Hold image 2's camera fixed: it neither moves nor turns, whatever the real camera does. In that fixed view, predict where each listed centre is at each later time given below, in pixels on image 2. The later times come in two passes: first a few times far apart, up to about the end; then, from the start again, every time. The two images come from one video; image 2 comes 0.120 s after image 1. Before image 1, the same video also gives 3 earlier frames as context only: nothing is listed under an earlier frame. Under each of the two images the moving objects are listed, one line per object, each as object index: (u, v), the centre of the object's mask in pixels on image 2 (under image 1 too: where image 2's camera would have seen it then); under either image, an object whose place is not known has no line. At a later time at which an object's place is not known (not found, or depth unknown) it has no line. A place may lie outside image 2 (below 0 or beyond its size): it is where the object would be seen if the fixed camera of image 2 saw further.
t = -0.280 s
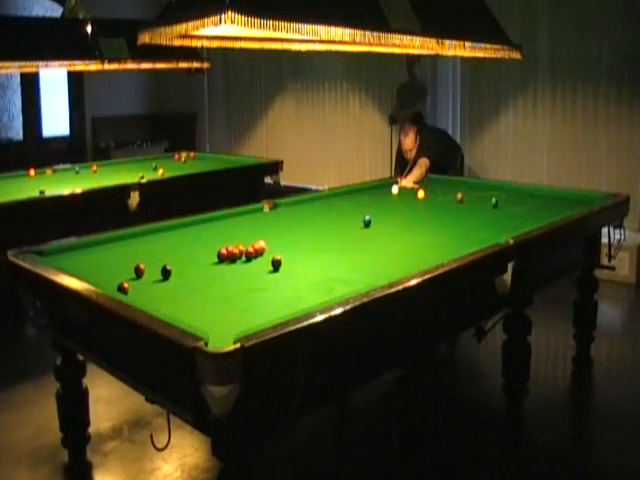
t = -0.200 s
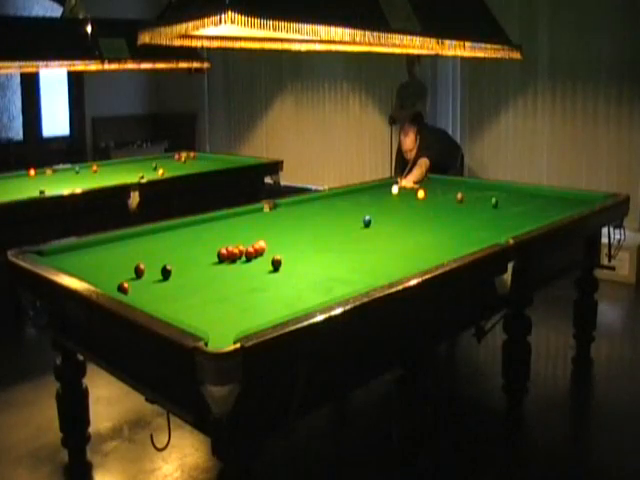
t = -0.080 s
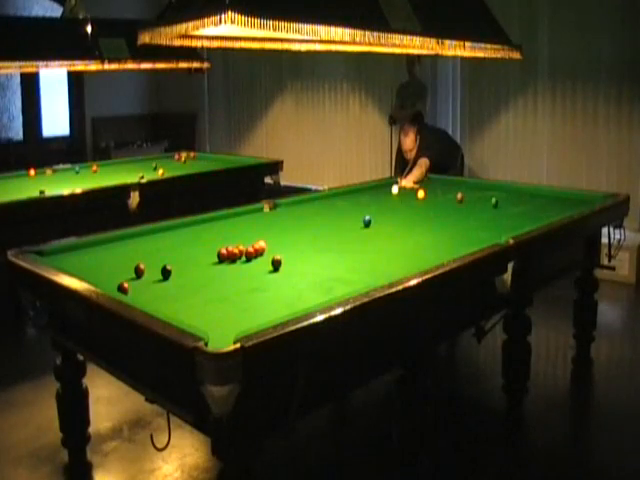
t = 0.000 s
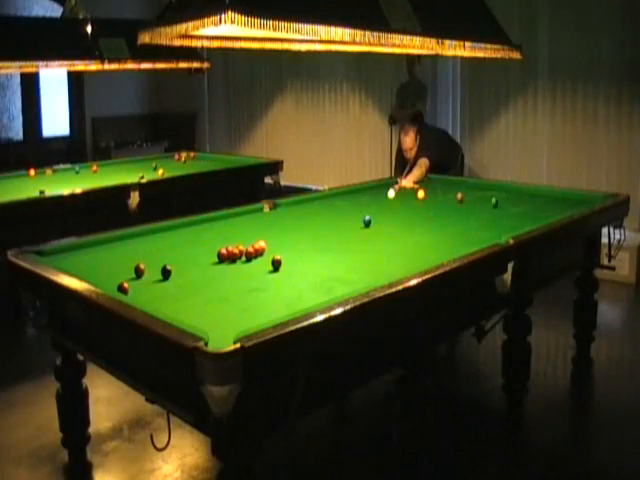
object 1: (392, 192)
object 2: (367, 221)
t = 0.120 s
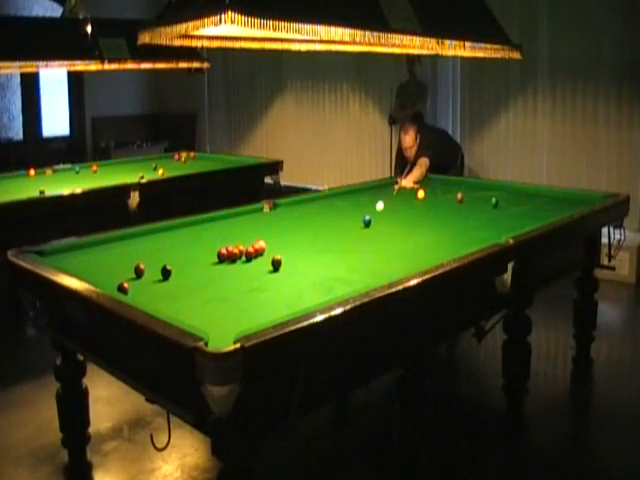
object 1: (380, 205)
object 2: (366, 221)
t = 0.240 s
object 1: (369, 217)
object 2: (363, 224)
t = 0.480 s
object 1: (376, 219)
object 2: (320, 258)
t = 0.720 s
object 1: (383, 220)
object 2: (268, 298)
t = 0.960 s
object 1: (390, 222)
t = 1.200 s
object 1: (395, 223)
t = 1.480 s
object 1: (401, 224)
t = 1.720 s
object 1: (406, 225)
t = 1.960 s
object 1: (410, 225)
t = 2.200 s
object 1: (413, 226)
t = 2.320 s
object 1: (414, 226)
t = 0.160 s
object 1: (375, 209)
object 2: (366, 221)
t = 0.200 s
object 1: (371, 214)
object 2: (366, 222)
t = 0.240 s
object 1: (369, 217)
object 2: (363, 224)
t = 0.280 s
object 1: (371, 218)
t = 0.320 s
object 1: (372, 218)
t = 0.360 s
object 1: (373, 219)
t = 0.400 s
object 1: (374, 219)
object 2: (335, 245)
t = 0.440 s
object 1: (375, 219)
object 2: (328, 251)
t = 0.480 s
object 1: (376, 219)
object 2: (320, 258)
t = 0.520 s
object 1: (378, 219)
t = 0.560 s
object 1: (378, 220)
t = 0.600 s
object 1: (379, 220)
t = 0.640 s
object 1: (381, 220)
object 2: (287, 283)
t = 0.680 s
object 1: (382, 220)
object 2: (278, 290)
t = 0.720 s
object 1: (383, 220)
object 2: (268, 298)
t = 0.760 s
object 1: (384, 221)
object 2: (257, 305)
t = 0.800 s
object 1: (385, 221)
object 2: (246, 314)
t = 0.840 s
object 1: (387, 221)
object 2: (234, 323)
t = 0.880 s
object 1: (388, 221)
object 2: (221, 332)
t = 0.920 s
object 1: (389, 221)
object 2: (222, 341)
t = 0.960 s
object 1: (390, 222)
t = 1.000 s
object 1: (391, 222)
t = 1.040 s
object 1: (392, 222)
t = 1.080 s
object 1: (393, 222)
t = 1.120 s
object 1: (394, 222)
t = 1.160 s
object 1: (394, 222)
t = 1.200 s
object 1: (395, 223)
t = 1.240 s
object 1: (396, 223)
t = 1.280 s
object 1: (397, 223)
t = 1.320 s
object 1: (398, 223)
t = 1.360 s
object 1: (399, 223)
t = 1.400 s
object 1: (400, 223)
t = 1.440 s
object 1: (401, 224)
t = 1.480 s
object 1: (401, 224)
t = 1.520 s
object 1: (402, 224)
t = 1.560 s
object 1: (403, 224)
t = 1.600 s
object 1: (404, 224)
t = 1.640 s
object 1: (404, 224)
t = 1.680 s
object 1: (405, 224)
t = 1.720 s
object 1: (406, 225)
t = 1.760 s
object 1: (407, 225)
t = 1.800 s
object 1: (407, 225)
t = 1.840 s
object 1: (408, 225)
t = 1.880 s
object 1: (409, 225)
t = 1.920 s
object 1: (409, 225)
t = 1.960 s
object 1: (410, 225)
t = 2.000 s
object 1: (411, 225)
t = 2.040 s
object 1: (411, 225)
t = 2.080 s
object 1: (412, 225)
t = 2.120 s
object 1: (412, 226)
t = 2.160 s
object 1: (412, 226)
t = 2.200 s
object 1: (413, 226)
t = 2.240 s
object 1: (413, 226)
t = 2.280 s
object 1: (414, 226)
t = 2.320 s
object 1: (414, 226)
